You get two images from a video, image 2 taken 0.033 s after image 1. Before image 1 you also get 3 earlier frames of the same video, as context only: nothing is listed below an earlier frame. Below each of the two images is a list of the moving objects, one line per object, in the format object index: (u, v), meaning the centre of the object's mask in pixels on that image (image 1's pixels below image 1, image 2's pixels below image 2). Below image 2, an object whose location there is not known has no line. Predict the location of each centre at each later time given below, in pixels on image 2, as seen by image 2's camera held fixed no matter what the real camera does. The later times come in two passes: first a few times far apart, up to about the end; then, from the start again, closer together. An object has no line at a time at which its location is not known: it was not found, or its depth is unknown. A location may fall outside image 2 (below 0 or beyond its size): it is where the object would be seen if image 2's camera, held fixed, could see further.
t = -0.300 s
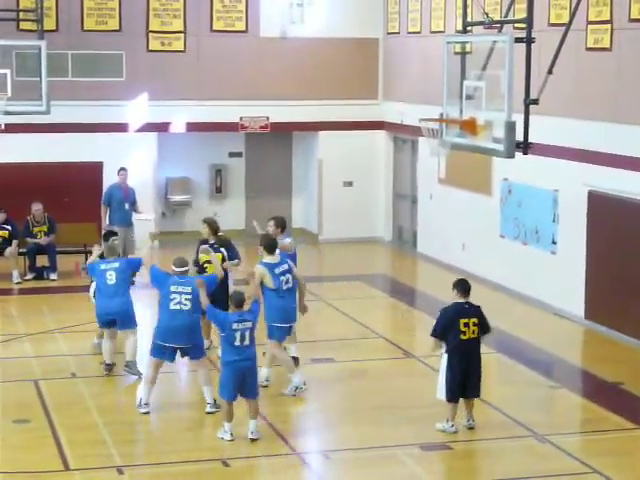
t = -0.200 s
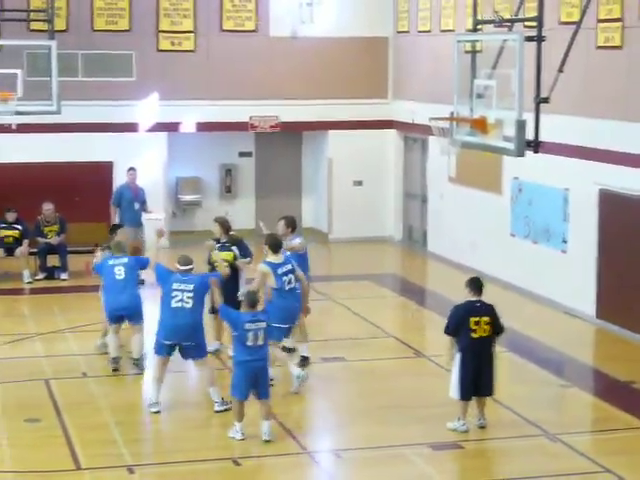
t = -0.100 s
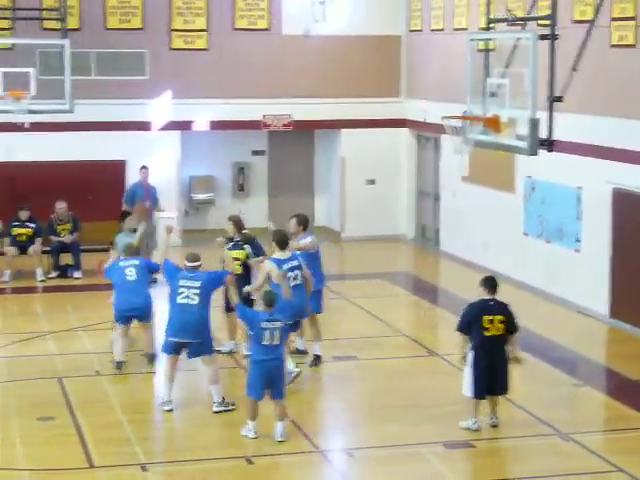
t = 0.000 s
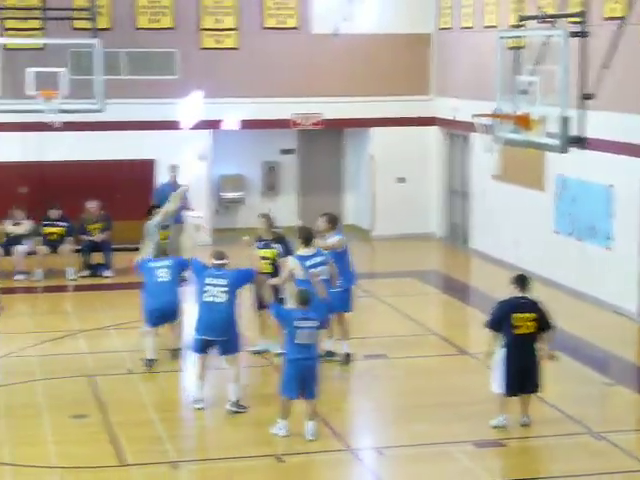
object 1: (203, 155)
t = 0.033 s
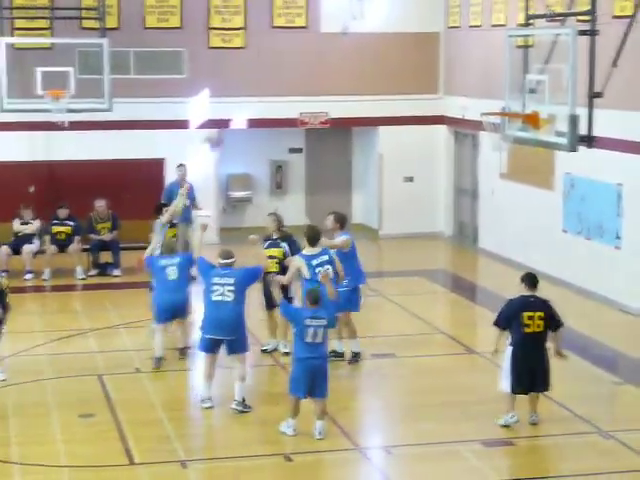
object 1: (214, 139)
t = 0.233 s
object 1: (265, 64)
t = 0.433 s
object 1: (321, 16)
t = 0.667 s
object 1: (389, 7)
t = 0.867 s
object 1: (449, 26)
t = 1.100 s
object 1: (516, 98)
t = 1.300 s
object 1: (493, 67)
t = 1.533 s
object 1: (471, 57)
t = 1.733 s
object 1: (452, 84)
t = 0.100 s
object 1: (227, 112)
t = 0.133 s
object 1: (240, 96)
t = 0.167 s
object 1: (247, 87)
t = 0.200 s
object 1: (256, 75)
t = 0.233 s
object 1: (265, 64)
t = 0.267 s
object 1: (275, 54)
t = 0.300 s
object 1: (284, 45)
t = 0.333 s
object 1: (293, 37)
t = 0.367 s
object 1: (304, 29)
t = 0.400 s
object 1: (313, 22)
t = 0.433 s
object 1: (321, 16)
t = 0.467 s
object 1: (331, 13)
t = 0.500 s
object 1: (341, 11)
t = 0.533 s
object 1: (351, 10)
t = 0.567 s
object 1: (359, 8)
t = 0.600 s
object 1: (369, 7)
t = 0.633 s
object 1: (380, 6)
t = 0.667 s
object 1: (389, 7)
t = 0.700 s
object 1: (398, 7)
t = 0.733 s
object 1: (409, 7)
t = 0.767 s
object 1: (419, 9)
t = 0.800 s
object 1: (429, 14)
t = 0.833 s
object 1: (439, 20)
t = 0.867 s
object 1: (449, 26)
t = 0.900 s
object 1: (459, 34)
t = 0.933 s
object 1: (469, 43)
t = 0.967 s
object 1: (479, 52)
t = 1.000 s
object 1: (489, 63)
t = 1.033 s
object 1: (500, 74)
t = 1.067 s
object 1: (510, 86)
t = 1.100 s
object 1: (516, 98)
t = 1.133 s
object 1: (510, 103)
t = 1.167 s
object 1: (507, 95)
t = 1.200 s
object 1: (503, 86)
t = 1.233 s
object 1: (500, 79)
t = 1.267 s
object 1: (497, 71)
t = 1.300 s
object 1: (493, 67)
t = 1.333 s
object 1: (491, 62)
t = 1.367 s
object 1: (487, 59)
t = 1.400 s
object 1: (484, 57)
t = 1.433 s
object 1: (481, 55)
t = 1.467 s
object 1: (478, 55)
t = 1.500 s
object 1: (474, 55)
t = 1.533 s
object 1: (471, 57)
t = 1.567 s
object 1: (468, 59)
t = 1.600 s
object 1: (465, 62)
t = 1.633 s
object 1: (462, 66)
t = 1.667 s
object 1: (458, 71)
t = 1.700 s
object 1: (454, 77)
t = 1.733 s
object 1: (452, 84)
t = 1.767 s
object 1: (450, 91)
